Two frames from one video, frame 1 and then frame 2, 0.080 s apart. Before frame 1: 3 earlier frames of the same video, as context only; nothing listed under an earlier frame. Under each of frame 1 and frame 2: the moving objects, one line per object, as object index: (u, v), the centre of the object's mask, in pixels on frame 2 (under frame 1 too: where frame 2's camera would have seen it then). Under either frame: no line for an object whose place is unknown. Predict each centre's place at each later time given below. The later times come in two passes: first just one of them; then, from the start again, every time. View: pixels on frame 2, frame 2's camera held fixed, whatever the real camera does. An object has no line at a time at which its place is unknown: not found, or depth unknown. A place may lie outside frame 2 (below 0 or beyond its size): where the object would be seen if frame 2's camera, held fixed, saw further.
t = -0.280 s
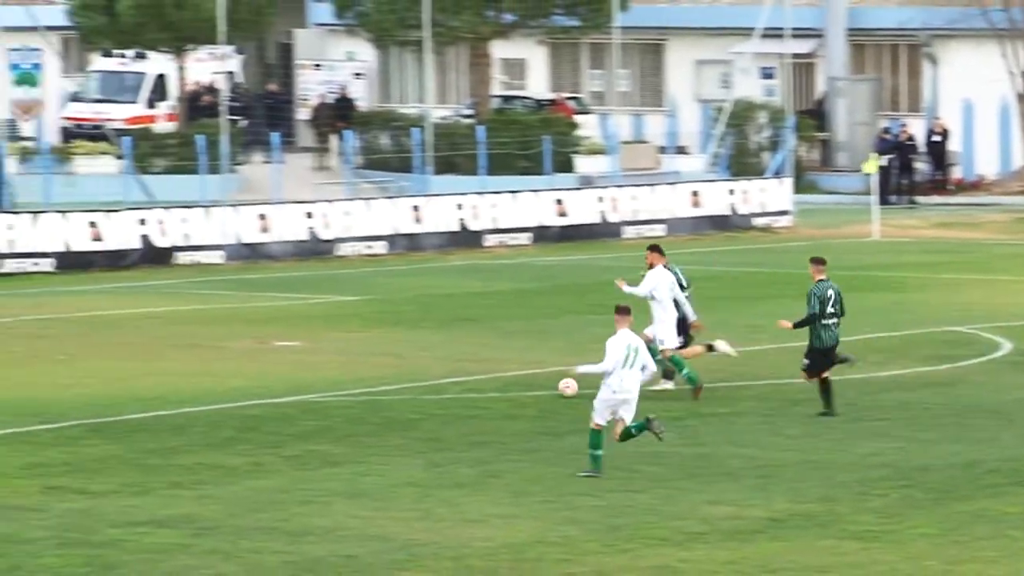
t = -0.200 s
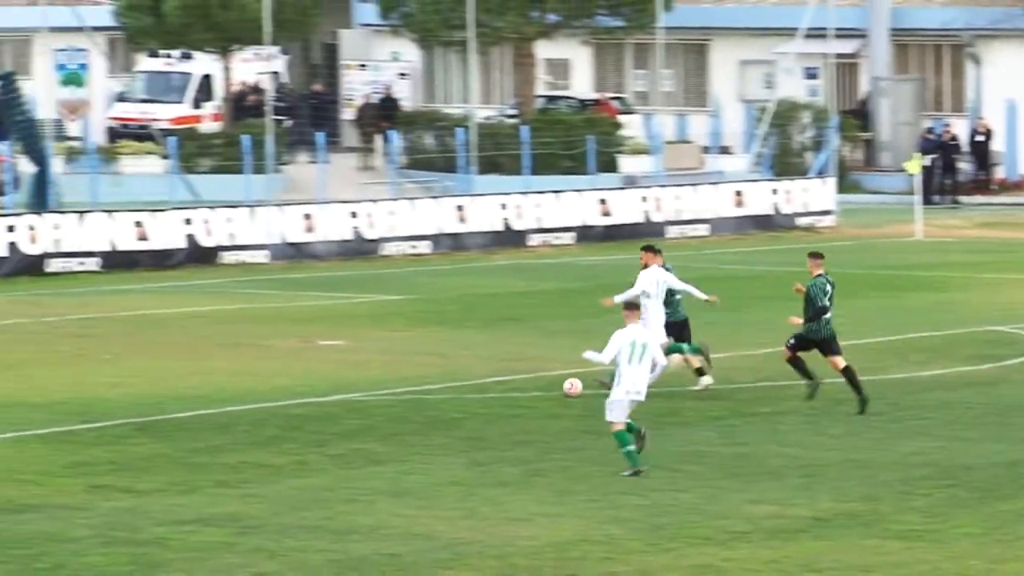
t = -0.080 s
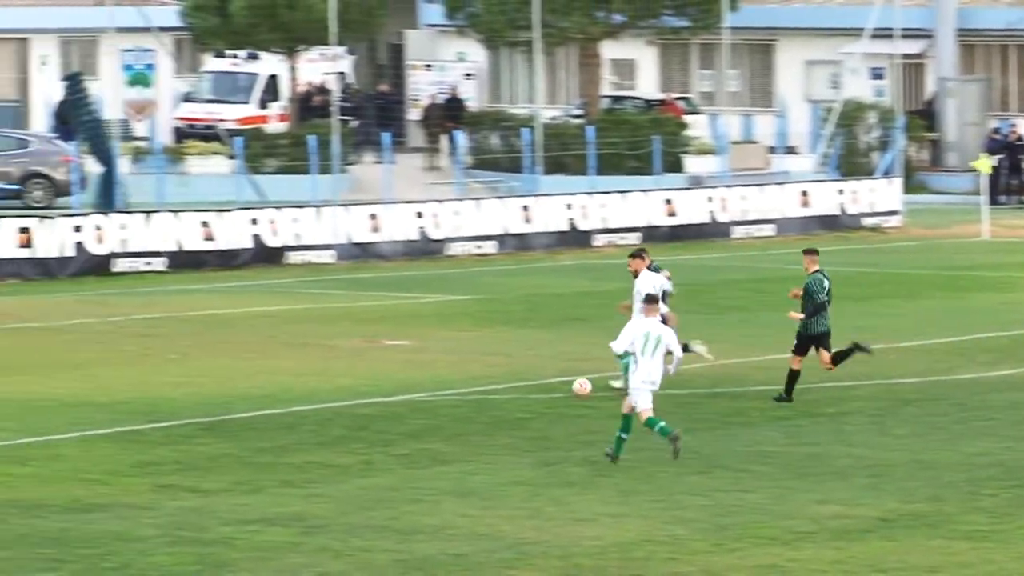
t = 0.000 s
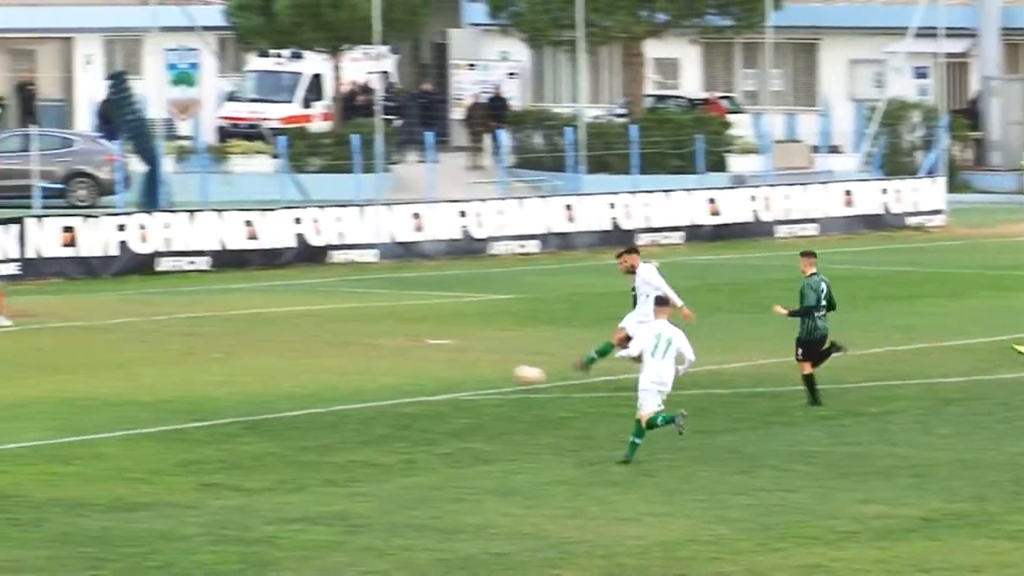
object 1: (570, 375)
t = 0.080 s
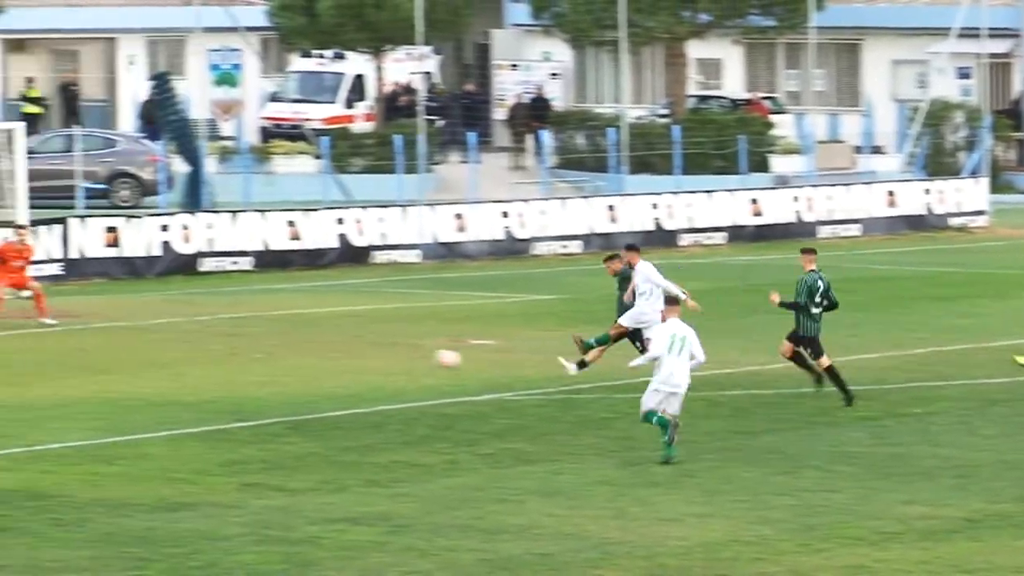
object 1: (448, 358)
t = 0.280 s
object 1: (175, 336)
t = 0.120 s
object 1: (389, 352)
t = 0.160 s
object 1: (333, 347)
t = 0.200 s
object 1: (278, 343)
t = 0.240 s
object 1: (226, 339)
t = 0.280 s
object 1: (175, 336)
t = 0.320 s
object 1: (124, 335)
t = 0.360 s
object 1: (75, 335)
